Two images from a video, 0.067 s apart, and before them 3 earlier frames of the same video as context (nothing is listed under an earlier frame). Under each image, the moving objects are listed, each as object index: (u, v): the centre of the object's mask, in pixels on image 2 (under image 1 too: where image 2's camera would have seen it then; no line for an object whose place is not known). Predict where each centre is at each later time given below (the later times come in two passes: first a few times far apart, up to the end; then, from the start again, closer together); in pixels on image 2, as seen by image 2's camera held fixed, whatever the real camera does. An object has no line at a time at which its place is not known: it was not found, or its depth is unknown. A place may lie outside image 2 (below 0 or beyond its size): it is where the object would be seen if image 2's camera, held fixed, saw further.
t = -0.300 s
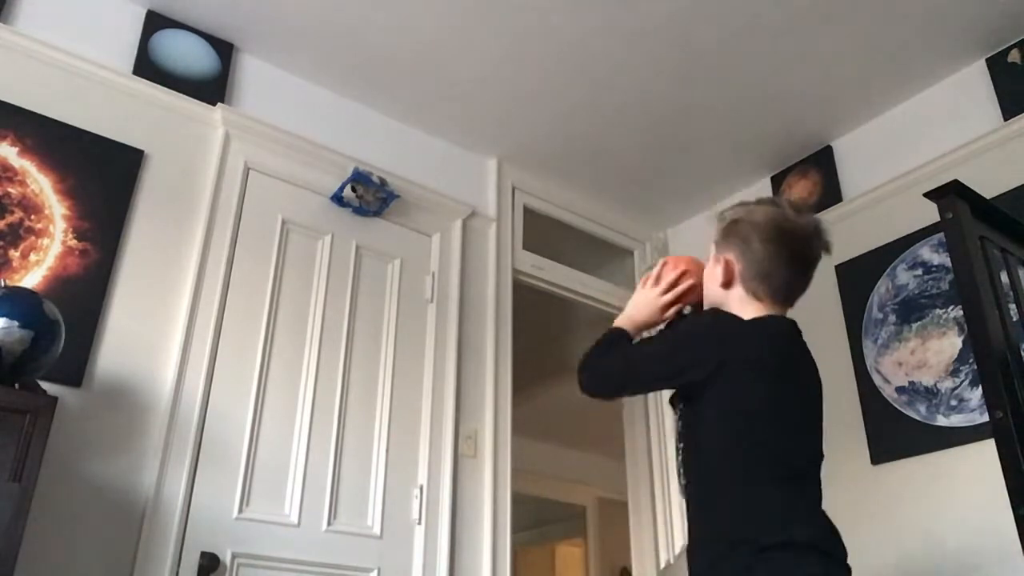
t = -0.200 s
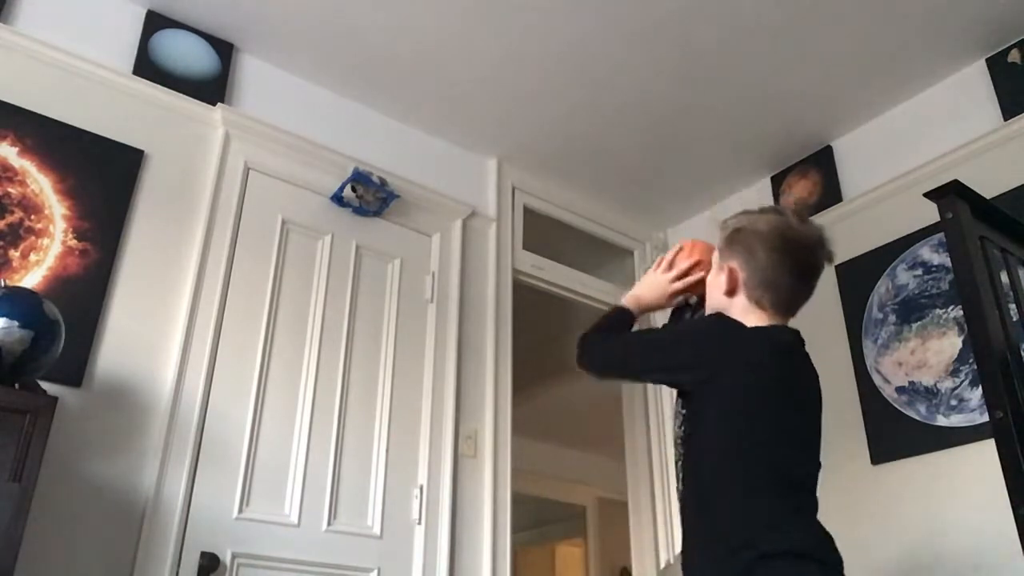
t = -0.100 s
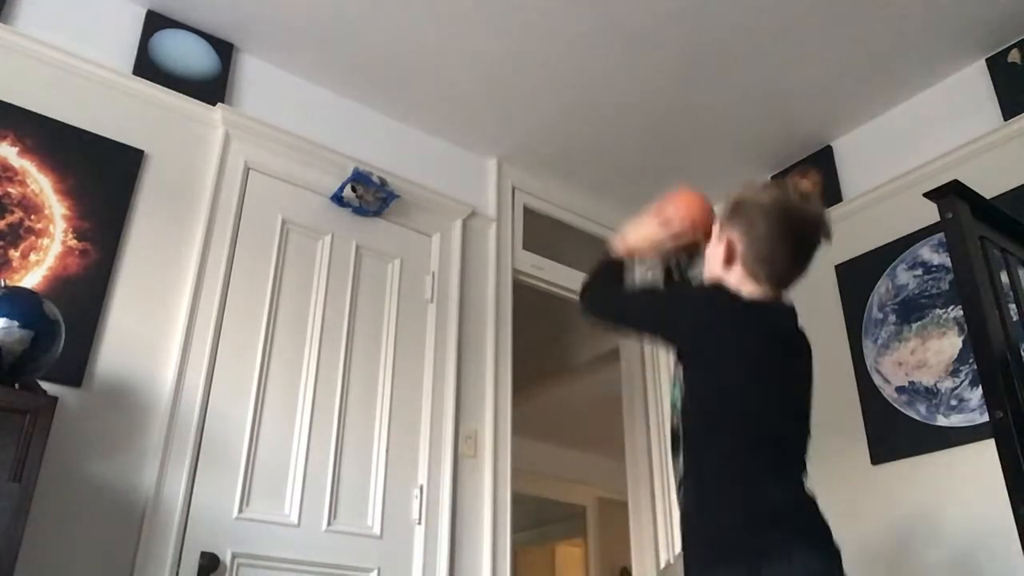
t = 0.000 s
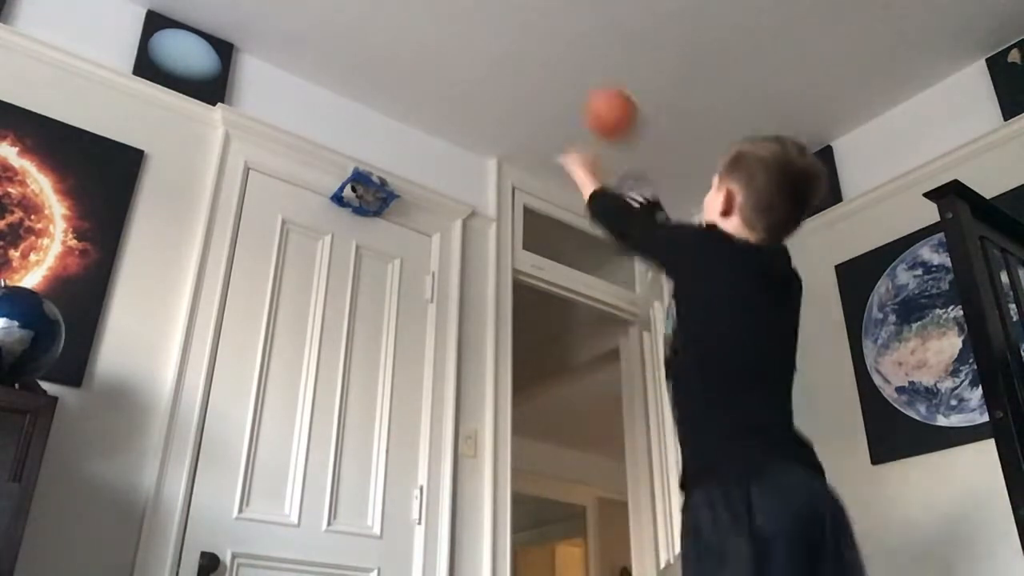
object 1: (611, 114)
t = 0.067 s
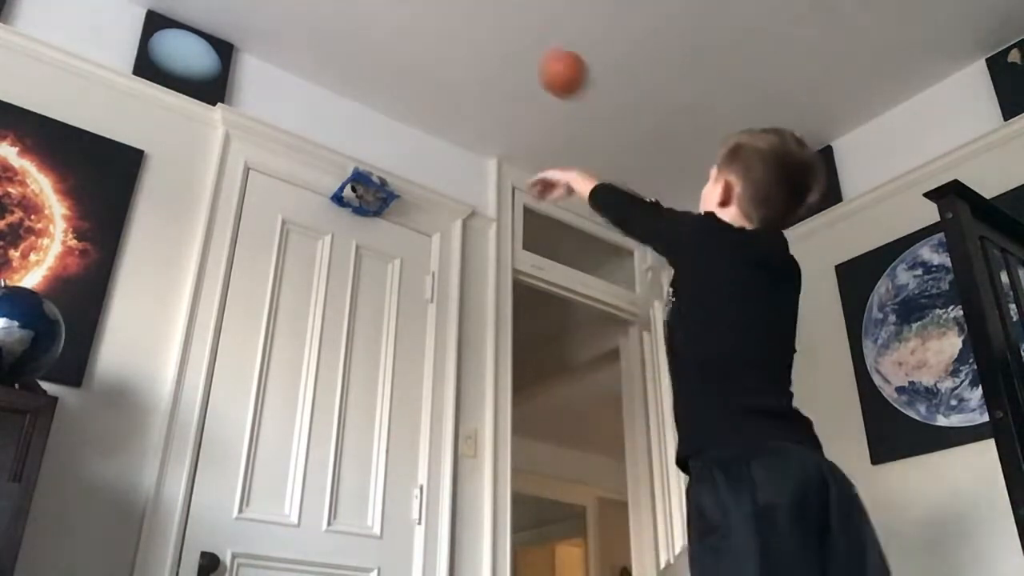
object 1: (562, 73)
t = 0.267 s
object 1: (461, 49)
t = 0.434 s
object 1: (396, 97)
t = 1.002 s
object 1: (303, 533)
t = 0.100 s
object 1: (542, 61)
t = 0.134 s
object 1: (524, 53)
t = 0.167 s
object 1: (506, 47)
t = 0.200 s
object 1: (491, 46)
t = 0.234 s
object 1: (476, 46)
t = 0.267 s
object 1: (461, 49)
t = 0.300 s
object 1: (447, 55)
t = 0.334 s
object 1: (433, 63)
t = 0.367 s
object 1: (420, 72)
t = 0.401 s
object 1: (408, 84)
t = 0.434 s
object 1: (396, 97)
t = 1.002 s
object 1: (303, 533)
